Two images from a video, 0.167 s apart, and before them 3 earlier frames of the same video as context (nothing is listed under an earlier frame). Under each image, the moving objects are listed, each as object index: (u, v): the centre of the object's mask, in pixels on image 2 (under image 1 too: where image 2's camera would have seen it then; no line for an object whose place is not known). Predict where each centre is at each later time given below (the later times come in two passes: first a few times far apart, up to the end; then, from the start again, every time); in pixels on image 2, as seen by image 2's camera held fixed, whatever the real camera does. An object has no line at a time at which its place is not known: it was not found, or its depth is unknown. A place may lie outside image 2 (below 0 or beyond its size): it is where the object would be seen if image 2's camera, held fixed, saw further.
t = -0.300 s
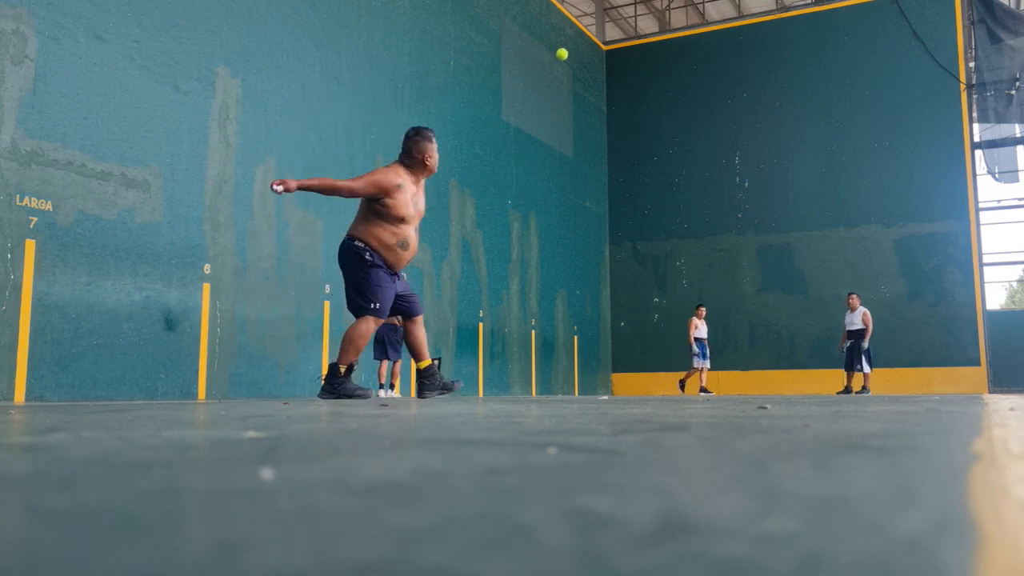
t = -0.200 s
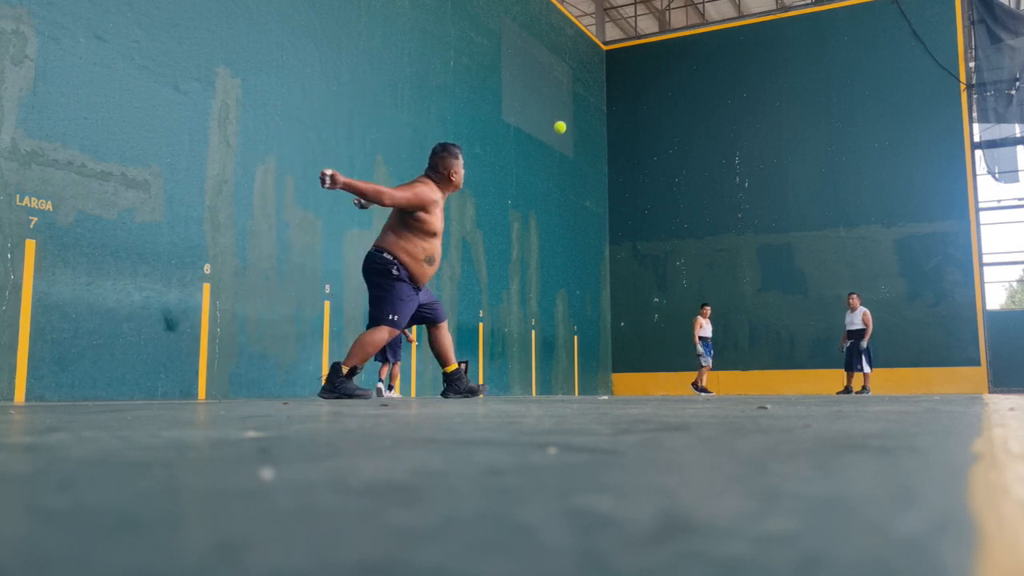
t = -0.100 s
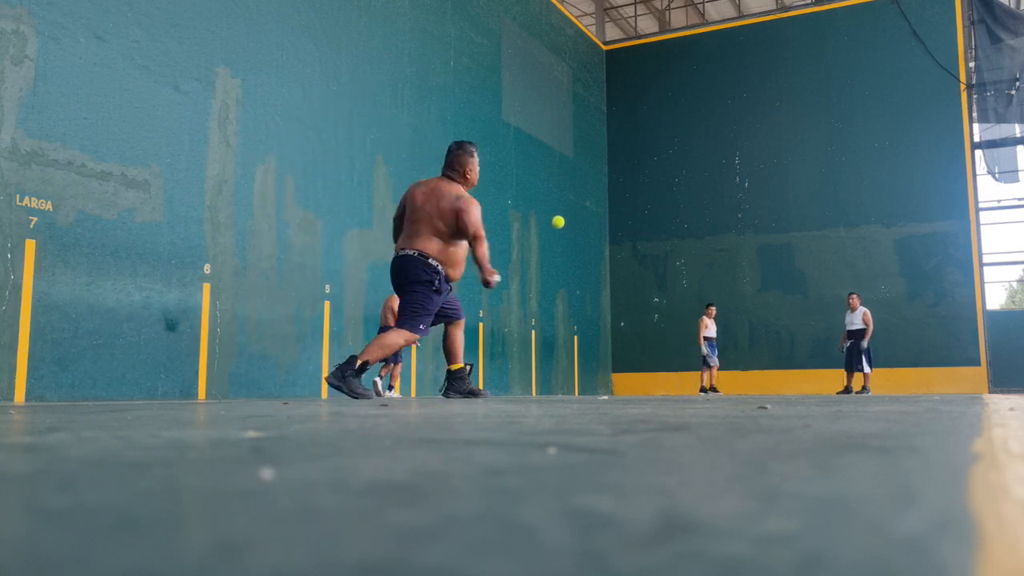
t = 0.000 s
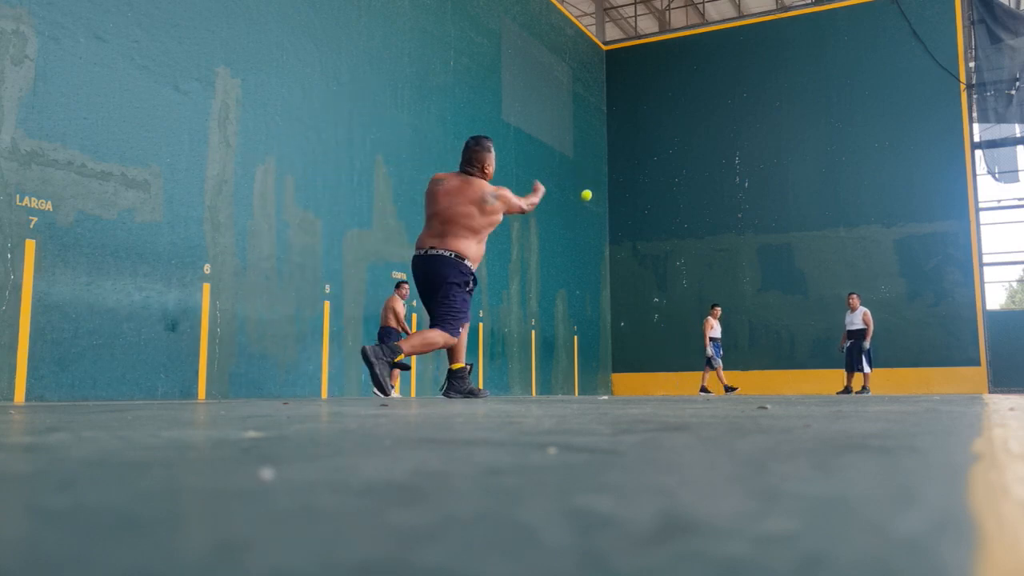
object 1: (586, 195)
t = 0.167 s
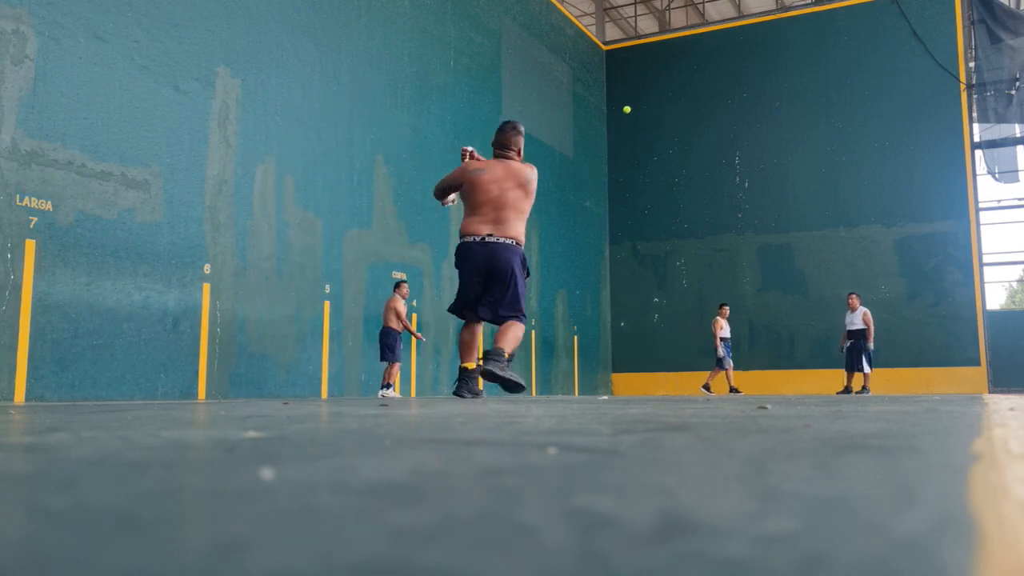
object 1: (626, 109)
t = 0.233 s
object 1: (635, 96)
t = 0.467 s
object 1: (651, 89)
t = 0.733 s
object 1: (660, 117)
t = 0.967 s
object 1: (664, 156)
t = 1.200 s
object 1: (666, 200)
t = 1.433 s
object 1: (630, 210)
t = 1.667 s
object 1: (591, 245)
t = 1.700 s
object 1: (585, 252)
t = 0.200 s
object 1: (631, 102)
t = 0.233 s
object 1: (635, 96)
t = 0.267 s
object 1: (638, 92)
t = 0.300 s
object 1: (641, 89)
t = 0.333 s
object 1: (644, 88)
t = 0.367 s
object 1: (646, 87)
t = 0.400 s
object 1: (648, 87)
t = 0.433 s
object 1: (650, 88)
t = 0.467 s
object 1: (651, 89)
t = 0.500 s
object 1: (653, 91)
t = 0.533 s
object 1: (654, 94)
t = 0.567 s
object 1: (656, 97)
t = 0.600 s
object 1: (656, 100)
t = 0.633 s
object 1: (657, 104)
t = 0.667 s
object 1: (658, 108)
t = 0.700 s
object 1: (659, 112)
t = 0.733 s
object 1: (660, 117)
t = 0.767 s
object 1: (660, 122)
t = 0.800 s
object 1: (661, 127)
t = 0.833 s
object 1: (662, 133)
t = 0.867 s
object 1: (662, 138)
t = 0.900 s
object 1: (663, 144)
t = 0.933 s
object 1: (664, 150)
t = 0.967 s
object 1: (664, 156)
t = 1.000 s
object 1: (665, 163)
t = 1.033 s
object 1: (665, 169)
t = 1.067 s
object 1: (666, 176)
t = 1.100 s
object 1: (667, 182)
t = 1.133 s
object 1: (667, 189)
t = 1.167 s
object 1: (667, 196)
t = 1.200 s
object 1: (666, 200)
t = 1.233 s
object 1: (661, 201)
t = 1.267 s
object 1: (656, 201)
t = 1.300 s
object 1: (651, 202)
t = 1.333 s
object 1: (646, 204)
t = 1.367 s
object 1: (641, 206)
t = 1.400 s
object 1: (636, 208)
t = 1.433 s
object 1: (630, 210)
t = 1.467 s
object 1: (625, 214)
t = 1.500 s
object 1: (620, 218)
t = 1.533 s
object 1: (614, 222)
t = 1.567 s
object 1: (609, 227)
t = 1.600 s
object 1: (603, 232)
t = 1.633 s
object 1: (597, 239)
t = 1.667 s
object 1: (591, 245)
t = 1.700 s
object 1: (585, 252)
